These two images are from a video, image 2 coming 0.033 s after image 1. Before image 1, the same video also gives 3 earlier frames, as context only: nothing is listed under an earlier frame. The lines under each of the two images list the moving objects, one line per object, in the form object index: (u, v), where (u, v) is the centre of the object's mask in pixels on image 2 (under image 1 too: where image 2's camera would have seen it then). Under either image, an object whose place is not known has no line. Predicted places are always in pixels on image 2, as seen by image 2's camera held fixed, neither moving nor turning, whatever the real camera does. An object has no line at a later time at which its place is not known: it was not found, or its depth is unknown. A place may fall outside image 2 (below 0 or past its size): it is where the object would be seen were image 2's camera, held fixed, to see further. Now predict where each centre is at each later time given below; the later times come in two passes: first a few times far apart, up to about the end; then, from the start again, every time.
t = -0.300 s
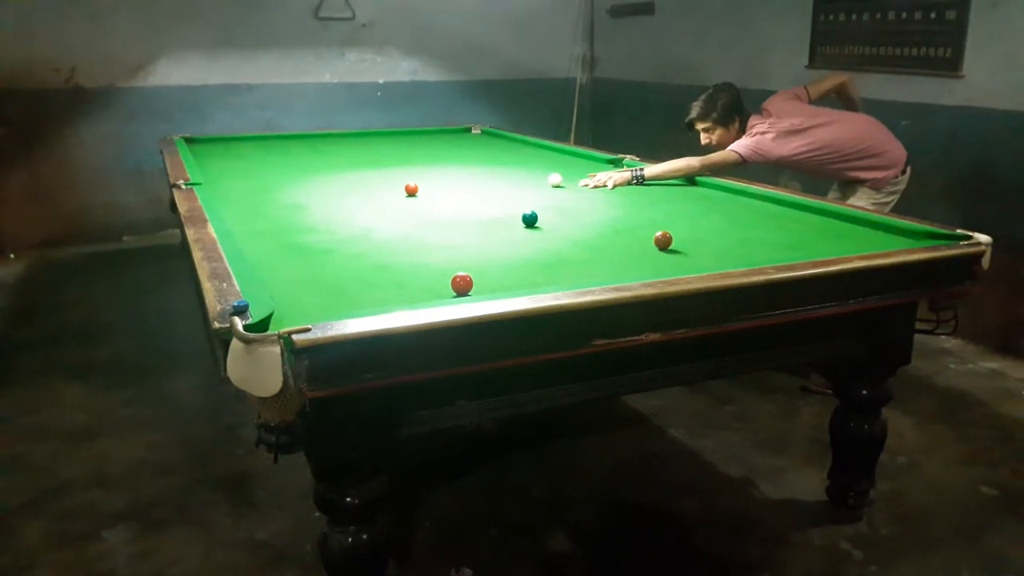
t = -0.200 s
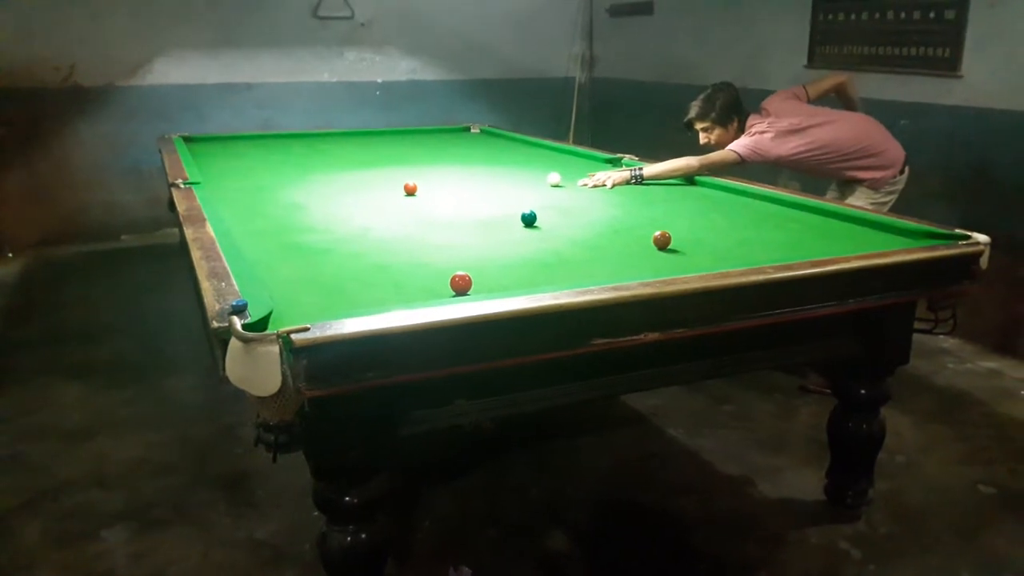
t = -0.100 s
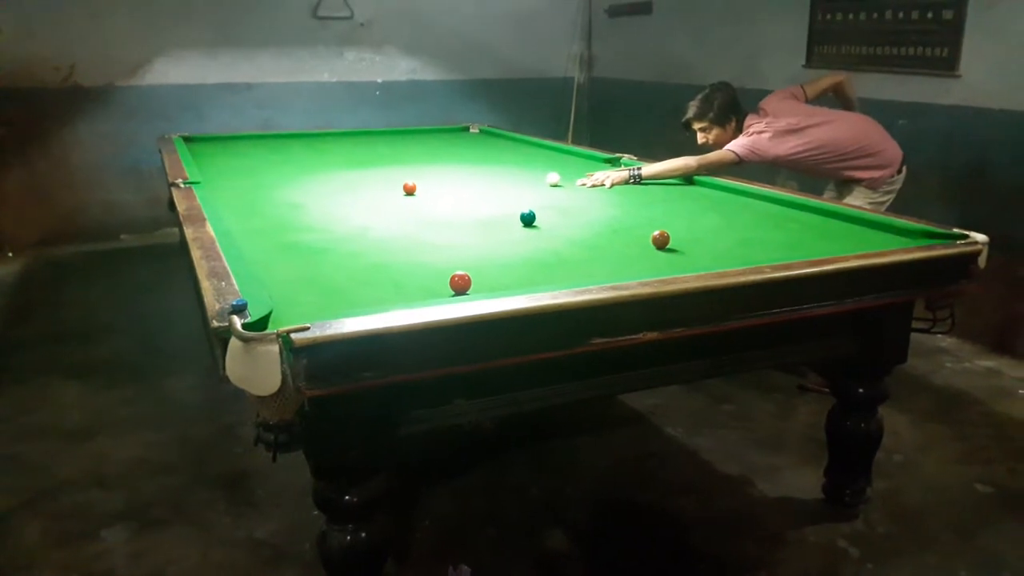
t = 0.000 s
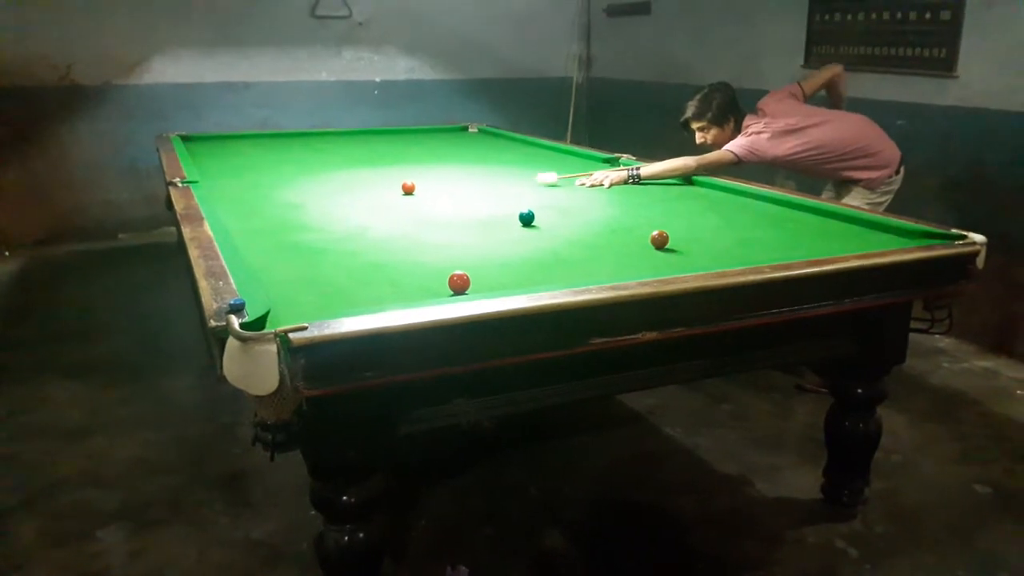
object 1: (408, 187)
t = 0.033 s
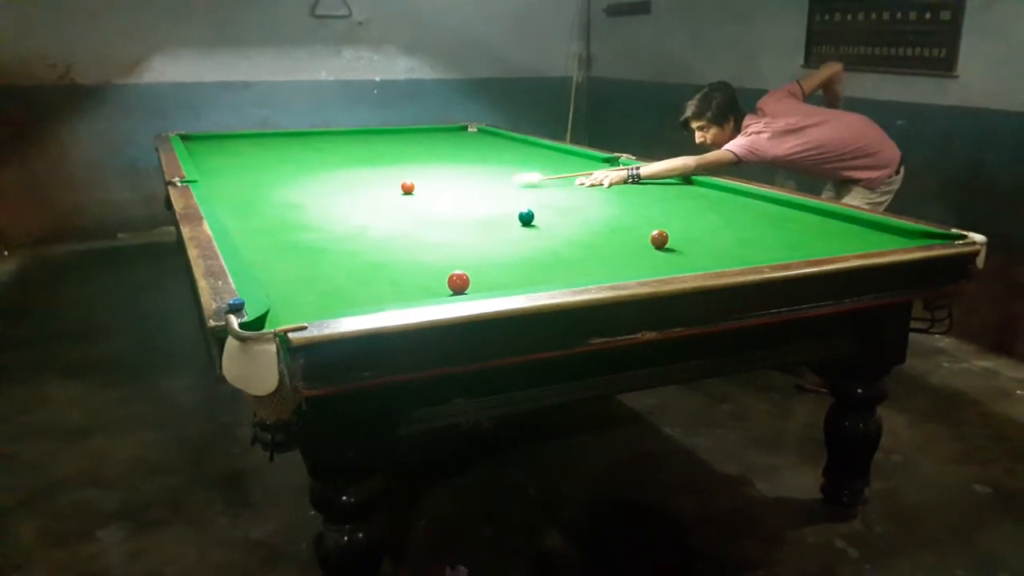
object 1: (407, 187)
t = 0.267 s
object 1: (362, 188)
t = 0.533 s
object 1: (236, 186)
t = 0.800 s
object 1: (234, 179)
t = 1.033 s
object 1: (257, 172)
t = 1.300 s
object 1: (280, 166)
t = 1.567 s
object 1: (301, 160)
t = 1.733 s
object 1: (313, 157)
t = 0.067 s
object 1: (407, 188)
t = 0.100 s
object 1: (407, 187)
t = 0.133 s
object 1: (407, 188)
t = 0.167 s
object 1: (407, 187)
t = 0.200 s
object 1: (400, 188)
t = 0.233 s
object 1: (380, 188)
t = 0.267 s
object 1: (362, 188)
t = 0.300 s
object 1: (342, 188)
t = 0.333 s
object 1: (326, 188)
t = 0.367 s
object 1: (309, 186)
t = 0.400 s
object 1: (294, 186)
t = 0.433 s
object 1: (278, 186)
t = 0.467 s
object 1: (263, 185)
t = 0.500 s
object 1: (249, 186)
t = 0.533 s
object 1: (236, 186)
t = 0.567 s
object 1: (222, 186)
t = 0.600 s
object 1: (211, 186)
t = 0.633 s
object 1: (213, 185)
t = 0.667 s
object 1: (219, 183)
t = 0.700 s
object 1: (224, 182)
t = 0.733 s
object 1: (228, 181)
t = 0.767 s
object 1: (231, 180)
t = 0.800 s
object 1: (234, 179)
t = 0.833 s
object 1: (238, 178)
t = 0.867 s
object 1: (241, 177)
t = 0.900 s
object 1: (244, 176)
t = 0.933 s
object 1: (247, 175)
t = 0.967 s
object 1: (250, 174)
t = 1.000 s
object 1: (253, 173)
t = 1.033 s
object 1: (257, 172)
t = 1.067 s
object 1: (260, 172)
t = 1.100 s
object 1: (263, 171)
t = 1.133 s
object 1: (266, 170)
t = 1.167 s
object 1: (269, 169)
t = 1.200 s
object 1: (272, 168)
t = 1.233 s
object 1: (274, 167)
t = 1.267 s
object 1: (277, 166)
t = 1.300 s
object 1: (280, 166)
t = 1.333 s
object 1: (282, 165)
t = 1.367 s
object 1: (285, 164)
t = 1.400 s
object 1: (288, 163)
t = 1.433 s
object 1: (291, 163)
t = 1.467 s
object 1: (293, 162)
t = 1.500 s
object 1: (296, 162)
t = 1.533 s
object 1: (298, 161)
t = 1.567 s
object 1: (301, 160)
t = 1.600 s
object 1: (303, 160)
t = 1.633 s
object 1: (305, 159)
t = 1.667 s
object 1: (308, 159)
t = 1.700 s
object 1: (310, 158)
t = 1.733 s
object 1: (313, 157)
